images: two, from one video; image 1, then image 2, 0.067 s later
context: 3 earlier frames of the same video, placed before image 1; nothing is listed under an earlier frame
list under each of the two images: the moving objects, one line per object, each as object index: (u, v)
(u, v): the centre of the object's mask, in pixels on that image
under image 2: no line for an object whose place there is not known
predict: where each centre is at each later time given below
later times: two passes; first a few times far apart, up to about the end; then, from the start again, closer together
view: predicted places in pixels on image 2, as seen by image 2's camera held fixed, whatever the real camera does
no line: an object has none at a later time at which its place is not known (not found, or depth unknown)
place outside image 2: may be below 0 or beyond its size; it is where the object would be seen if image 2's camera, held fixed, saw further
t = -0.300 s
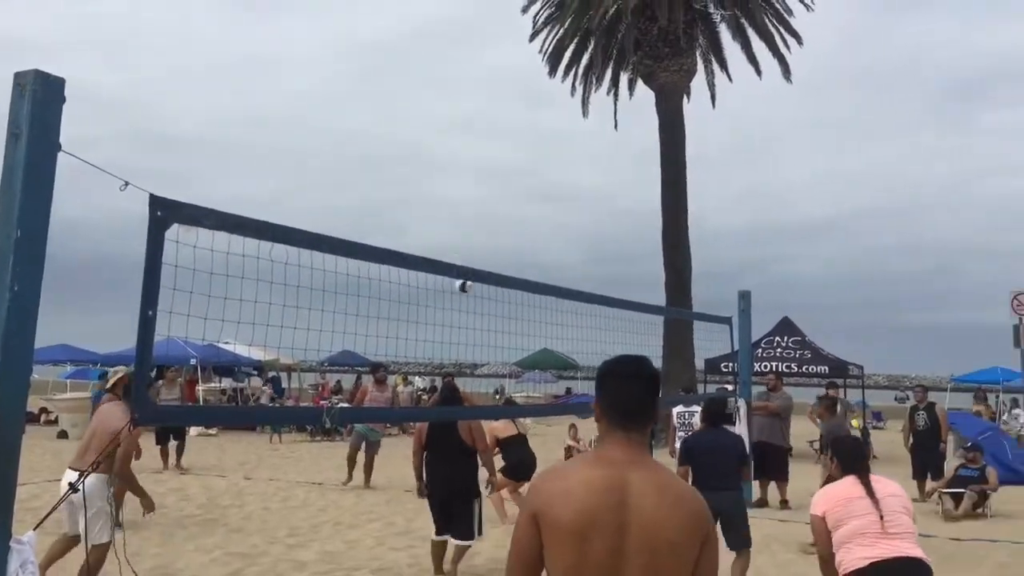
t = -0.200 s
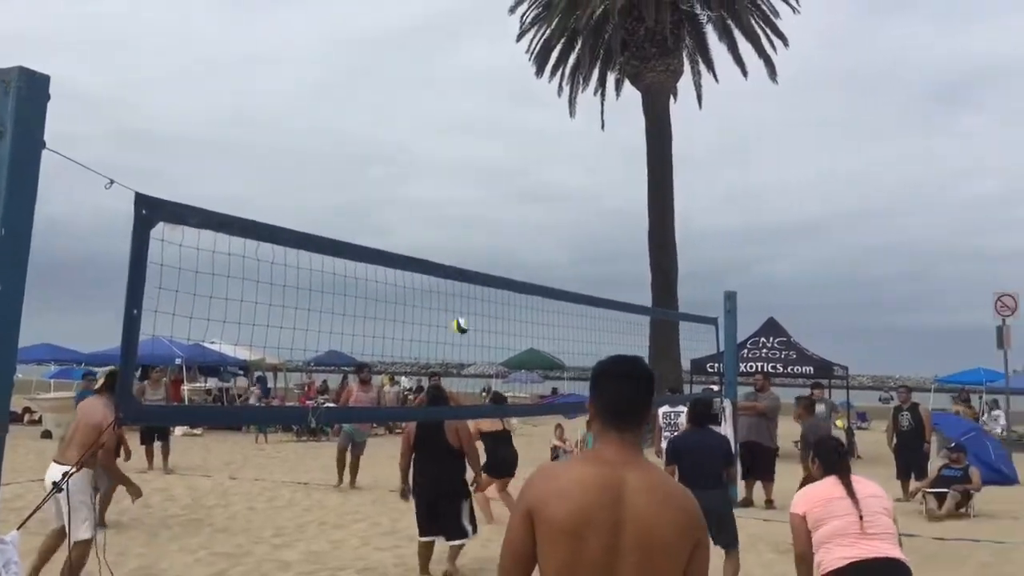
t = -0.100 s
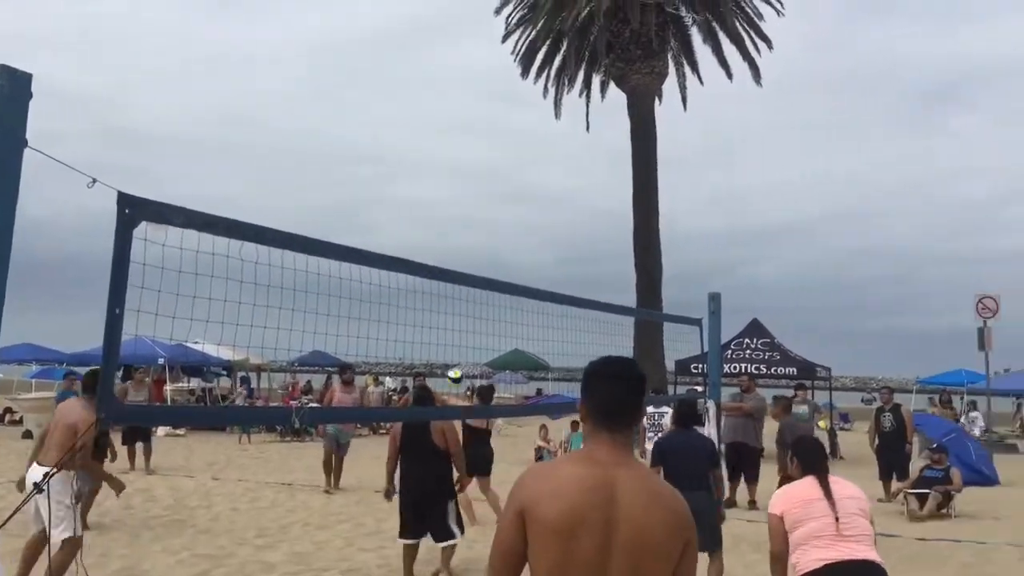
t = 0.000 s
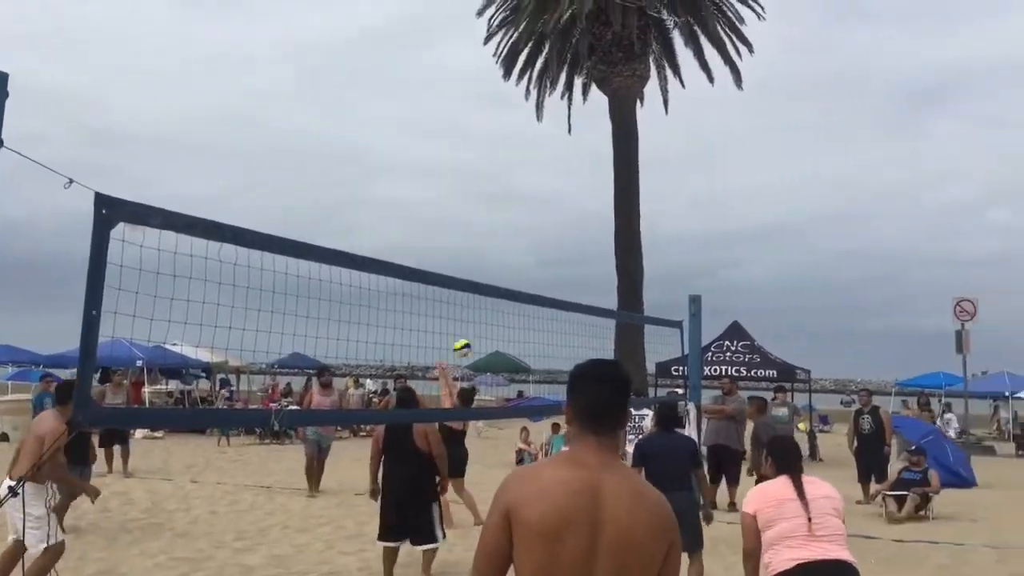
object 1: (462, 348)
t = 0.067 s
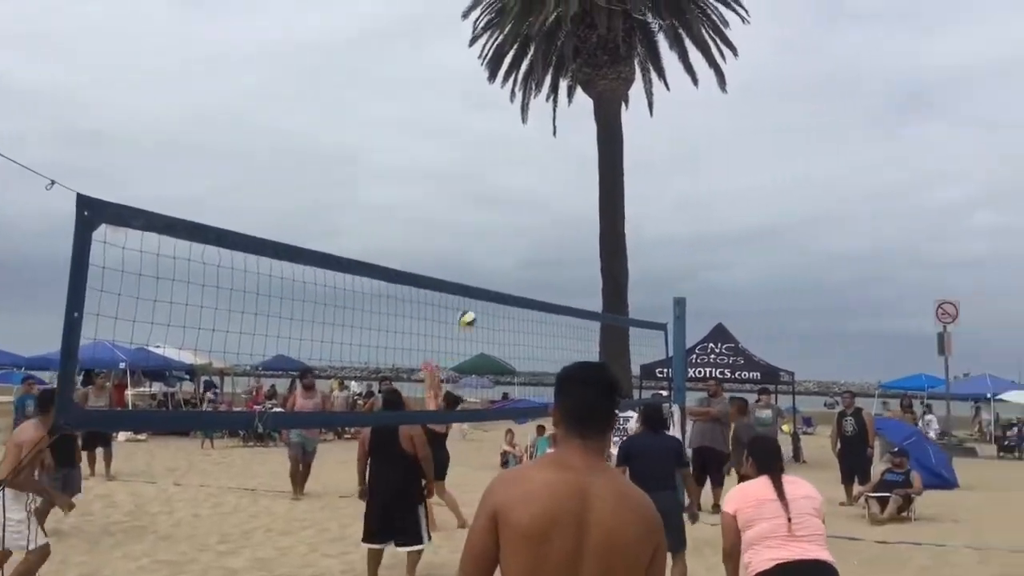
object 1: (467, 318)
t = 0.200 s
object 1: (509, 267)
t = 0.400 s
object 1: (581, 212)
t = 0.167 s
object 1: (499, 279)
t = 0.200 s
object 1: (509, 267)
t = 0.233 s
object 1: (521, 255)
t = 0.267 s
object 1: (532, 245)
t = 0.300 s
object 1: (543, 236)
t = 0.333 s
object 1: (556, 225)
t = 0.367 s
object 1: (568, 218)
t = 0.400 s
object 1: (581, 212)
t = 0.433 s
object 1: (594, 203)
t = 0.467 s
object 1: (607, 199)
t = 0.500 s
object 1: (621, 194)
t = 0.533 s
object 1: (636, 190)
